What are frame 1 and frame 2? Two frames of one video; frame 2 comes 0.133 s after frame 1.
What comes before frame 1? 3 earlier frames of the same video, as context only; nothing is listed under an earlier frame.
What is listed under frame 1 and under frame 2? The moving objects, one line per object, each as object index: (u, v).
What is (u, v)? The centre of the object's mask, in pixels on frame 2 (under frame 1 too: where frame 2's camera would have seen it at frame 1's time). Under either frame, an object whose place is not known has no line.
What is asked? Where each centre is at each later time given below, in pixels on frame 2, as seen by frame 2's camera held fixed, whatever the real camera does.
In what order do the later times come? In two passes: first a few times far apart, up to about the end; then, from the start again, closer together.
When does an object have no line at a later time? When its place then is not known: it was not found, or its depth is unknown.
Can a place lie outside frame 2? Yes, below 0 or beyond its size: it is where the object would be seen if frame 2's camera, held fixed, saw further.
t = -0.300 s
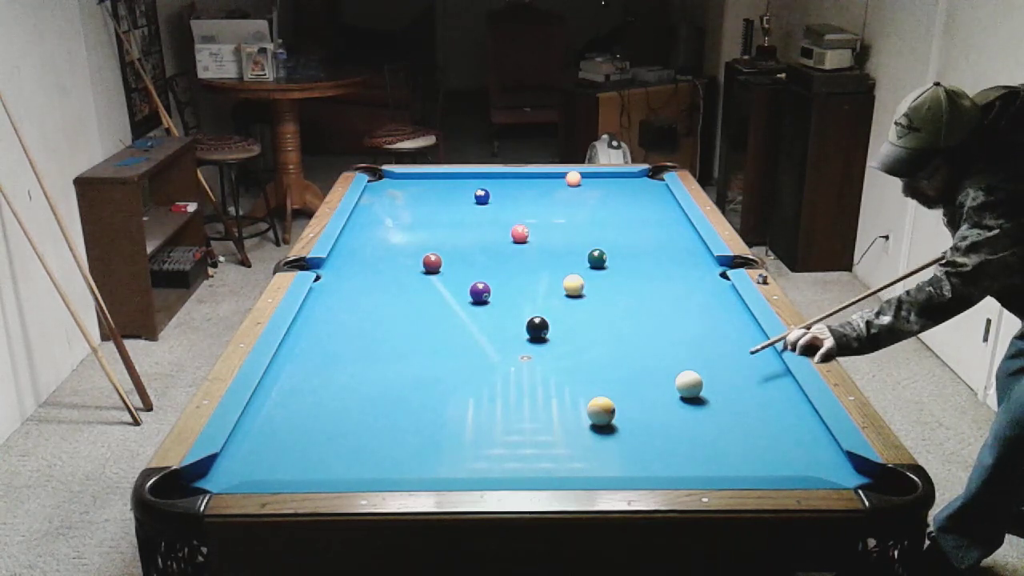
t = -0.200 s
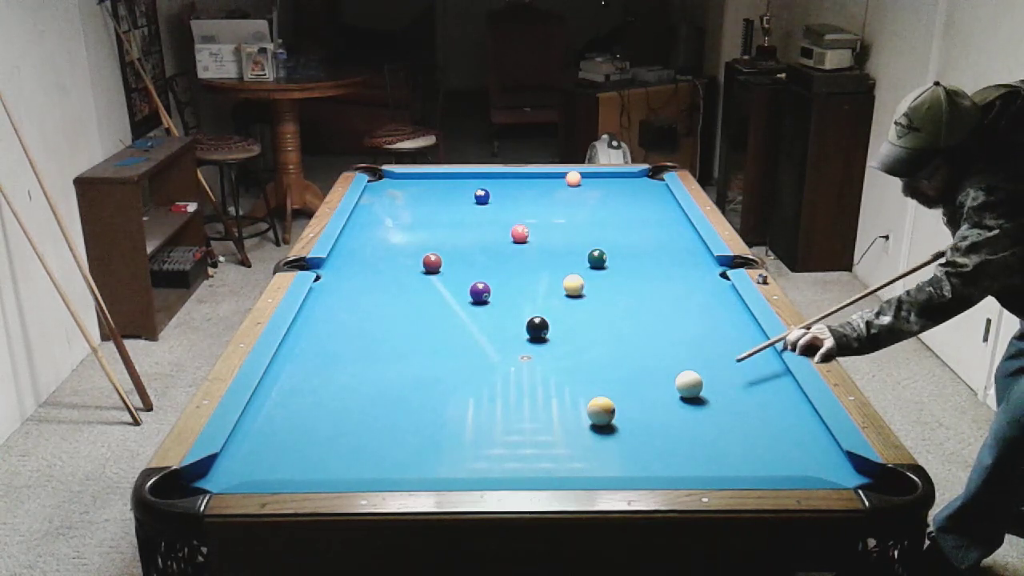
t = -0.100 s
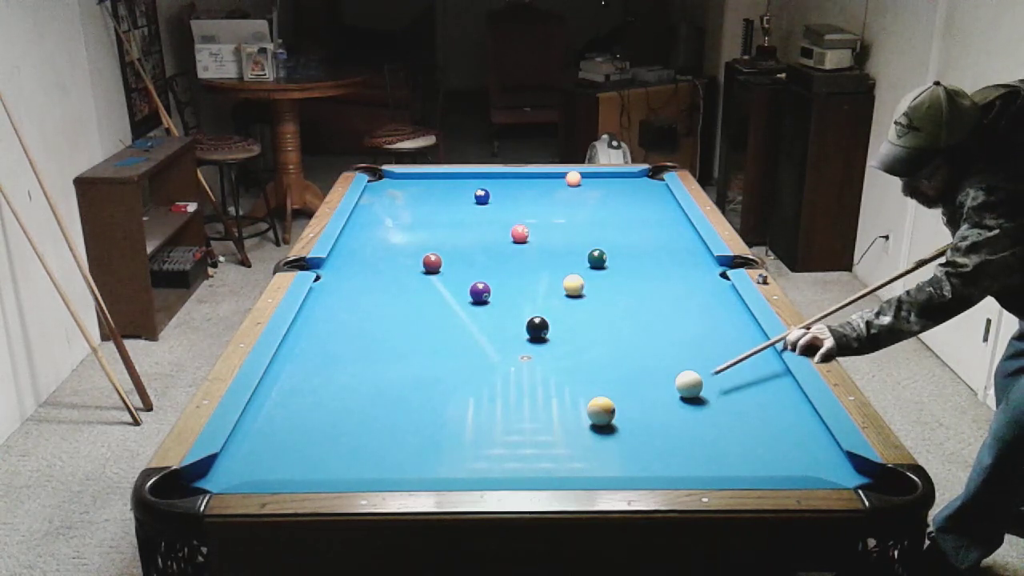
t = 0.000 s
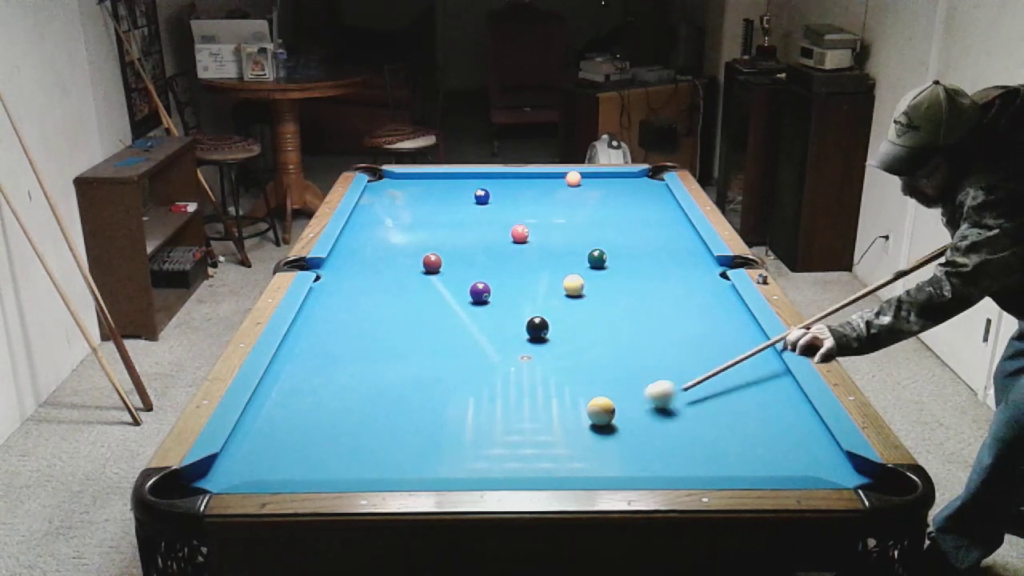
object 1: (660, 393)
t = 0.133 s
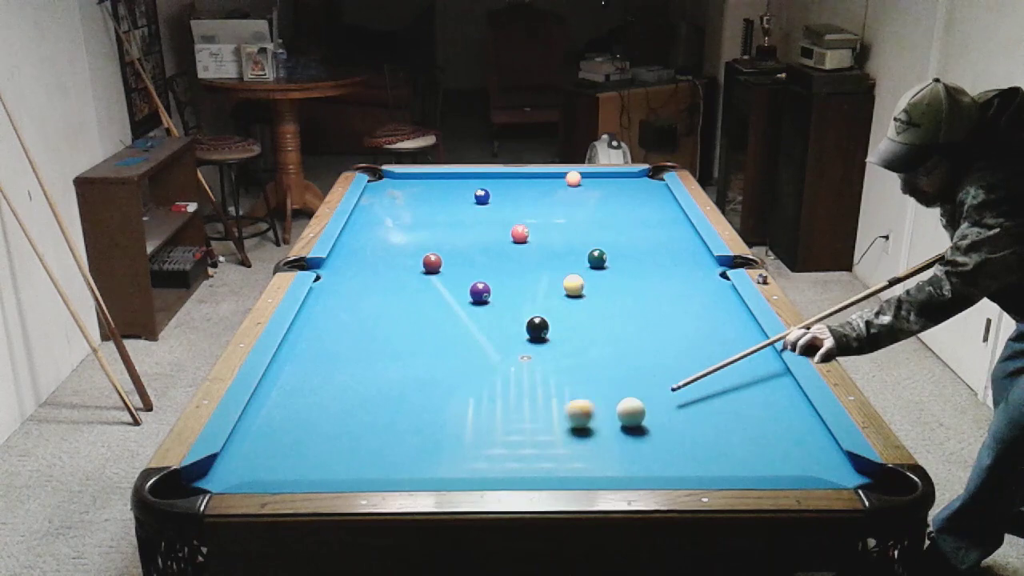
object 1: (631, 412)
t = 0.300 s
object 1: (629, 429)
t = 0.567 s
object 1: (625, 459)
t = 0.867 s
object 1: (625, 456)
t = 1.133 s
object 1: (628, 440)
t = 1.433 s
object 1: (630, 425)
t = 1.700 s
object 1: (631, 414)
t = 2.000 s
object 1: (633, 403)
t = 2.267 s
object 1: (635, 394)
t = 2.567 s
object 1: (636, 387)
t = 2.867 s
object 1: (638, 381)
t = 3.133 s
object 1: (638, 378)
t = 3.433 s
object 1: (639, 375)
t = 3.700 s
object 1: (639, 373)
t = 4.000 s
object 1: (639, 373)
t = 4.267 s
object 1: (639, 373)
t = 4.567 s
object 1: (639, 373)
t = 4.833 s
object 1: (639, 373)
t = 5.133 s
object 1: (639, 373)
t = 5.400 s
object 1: (639, 373)
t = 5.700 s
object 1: (639, 373)
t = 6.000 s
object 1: (639, 373)
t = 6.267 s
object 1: (639, 373)
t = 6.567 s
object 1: (639, 373)
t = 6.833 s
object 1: (639, 373)
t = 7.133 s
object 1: (639, 373)
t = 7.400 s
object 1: (639, 373)
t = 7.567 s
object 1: (639, 373)
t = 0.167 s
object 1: (631, 415)
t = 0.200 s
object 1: (631, 419)
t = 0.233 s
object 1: (630, 422)
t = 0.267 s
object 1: (630, 426)
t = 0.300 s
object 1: (629, 429)
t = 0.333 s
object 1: (629, 433)
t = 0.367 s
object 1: (628, 437)
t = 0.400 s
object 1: (628, 440)
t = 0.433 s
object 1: (627, 444)
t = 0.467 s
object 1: (627, 448)
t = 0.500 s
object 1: (626, 451)
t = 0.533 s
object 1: (626, 455)
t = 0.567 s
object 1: (625, 459)
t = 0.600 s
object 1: (624, 461)
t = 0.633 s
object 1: (624, 463)
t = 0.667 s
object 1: (624, 465)
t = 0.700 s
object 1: (624, 463)
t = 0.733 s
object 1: (624, 462)
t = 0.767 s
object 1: (624, 461)
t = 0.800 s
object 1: (625, 460)
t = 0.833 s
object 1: (625, 458)
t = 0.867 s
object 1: (625, 456)
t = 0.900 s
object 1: (626, 454)
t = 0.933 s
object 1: (626, 452)
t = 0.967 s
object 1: (627, 450)
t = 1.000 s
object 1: (627, 448)
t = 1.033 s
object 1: (627, 446)
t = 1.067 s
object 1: (627, 444)
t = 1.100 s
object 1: (627, 442)
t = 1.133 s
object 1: (628, 440)
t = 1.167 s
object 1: (628, 439)
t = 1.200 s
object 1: (628, 437)
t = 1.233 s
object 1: (628, 435)
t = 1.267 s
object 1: (629, 433)
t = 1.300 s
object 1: (629, 431)
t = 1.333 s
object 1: (629, 430)
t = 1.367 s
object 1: (629, 428)
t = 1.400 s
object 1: (629, 426)
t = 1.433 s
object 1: (630, 425)
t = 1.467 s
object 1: (630, 424)
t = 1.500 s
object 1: (630, 422)
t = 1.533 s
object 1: (630, 421)
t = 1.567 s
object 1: (630, 419)
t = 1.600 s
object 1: (631, 418)
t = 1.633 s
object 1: (631, 416)
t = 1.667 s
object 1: (631, 415)
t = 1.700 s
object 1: (631, 414)
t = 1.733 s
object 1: (632, 412)
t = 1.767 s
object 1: (632, 411)
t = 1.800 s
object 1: (632, 410)
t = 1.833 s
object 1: (632, 409)
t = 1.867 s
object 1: (632, 408)
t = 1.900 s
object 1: (633, 406)
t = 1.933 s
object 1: (633, 405)
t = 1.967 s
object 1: (633, 404)
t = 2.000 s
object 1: (633, 403)
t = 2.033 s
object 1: (634, 402)
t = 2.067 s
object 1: (634, 401)
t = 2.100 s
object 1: (634, 400)
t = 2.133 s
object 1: (634, 399)
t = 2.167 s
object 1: (635, 398)
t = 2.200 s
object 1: (635, 396)
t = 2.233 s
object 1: (635, 395)
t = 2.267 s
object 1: (635, 394)
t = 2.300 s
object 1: (635, 393)
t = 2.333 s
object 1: (635, 393)
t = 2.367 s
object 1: (636, 391)
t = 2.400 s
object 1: (636, 391)
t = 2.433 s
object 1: (636, 390)
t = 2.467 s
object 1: (636, 389)
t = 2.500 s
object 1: (636, 388)
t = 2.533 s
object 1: (636, 388)
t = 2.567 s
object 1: (636, 387)
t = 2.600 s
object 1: (637, 386)
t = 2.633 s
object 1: (637, 386)
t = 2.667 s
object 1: (637, 385)
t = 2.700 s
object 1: (637, 384)
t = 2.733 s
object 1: (637, 384)
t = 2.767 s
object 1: (637, 383)
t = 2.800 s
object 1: (638, 383)
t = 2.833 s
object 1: (638, 382)
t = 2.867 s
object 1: (638, 381)
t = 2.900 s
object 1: (638, 381)
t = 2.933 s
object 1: (638, 380)
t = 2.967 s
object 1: (638, 380)
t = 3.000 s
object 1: (638, 379)
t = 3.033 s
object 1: (638, 379)
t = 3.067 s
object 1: (638, 379)
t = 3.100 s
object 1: (638, 378)
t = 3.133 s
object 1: (638, 378)
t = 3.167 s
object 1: (638, 377)
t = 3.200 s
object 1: (638, 377)
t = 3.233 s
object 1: (638, 377)
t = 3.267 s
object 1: (639, 376)
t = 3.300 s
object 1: (639, 376)
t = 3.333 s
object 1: (639, 376)
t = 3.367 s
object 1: (639, 375)
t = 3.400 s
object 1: (639, 375)
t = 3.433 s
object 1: (639, 375)
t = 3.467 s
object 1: (639, 374)
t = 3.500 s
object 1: (639, 374)
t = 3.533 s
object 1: (639, 374)
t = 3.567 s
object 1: (639, 374)
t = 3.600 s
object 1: (639, 374)
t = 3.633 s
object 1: (639, 374)
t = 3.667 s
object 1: (639, 374)
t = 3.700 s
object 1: (639, 373)
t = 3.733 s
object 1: (639, 373)
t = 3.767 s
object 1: (639, 373)
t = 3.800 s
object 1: (639, 373)
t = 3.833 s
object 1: (639, 373)
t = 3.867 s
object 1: (639, 373)
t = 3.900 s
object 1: (639, 373)
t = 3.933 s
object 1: (639, 373)
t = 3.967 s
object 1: (639, 373)
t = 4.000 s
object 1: (639, 373)
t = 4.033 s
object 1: (639, 373)
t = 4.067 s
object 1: (639, 373)
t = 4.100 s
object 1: (639, 373)
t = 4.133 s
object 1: (639, 373)
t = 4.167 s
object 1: (639, 373)
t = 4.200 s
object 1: (639, 373)
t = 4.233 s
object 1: (639, 373)
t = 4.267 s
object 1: (639, 373)
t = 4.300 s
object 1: (639, 373)
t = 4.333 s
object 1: (639, 373)
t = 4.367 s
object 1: (639, 373)
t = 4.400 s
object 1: (639, 373)
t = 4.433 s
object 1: (639, 373)
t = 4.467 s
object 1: (639, 373)
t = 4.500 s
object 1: (639, 373)
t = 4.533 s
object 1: (639, 373)
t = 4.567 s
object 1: (639, 373)
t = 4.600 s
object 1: (639, 373)
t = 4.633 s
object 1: (639, 373)
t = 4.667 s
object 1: (639, 373)
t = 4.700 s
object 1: (639, 373)
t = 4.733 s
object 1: (639, 373)
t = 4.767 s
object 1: (639, 373)
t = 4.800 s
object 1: (639, 373)
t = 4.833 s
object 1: (639, 373)
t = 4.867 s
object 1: (639, 373)
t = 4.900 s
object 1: (639, 373)
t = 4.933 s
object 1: (639, 373)
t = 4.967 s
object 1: (639, 373)
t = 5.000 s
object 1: (639, 373)
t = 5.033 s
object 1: (639, 373)
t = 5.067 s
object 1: (639, 373)
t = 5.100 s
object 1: (639, 373)
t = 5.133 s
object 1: (639, 373)
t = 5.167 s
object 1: (639, 373)
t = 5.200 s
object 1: (639, 373)
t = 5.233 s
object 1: (639, 373)
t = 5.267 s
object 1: (639, 373)
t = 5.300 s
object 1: (639, 373)
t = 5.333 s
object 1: (639, 373)
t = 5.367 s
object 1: (639, 373)
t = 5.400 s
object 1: (639, 373)
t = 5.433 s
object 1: (639, 373)
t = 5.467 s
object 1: (639, 373)
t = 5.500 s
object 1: (639, 373)
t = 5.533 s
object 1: (639, 373)
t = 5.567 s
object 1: (639, 373)
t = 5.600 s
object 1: (639, 373)
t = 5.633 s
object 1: (639, 373)
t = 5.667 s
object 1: (639, 373)
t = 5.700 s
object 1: (639, 373)
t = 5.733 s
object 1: (639, 373)
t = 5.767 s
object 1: (639, 373)
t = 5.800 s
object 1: (639, 373)
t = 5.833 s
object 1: (639, 373)
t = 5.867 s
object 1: (639, 373)
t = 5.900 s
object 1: (639, 373)
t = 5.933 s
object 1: (639, 373)
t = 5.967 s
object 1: (639, 373)
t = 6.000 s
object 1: (639, 373)
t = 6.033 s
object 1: (639, 373)
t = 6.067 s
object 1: (639, 373)
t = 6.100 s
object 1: (639, 373)
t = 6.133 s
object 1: (639, 373)
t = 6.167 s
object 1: (639, 373)
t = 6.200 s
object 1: (639, 373)
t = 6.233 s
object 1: (639, 373)
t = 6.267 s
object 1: (639, 373)
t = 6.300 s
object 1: (639, 373)
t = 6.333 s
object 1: (639, 373)
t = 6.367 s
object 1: (639, 373)
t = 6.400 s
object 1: (639, 373)
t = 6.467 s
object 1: (639, 373)
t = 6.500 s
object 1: (639, 373)
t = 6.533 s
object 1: (639, 373)
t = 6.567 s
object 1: (639, 373)
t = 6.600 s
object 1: (639, 373)
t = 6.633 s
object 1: (639, 373)
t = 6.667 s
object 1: (639, 373)
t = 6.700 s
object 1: (639, 373)
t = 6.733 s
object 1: (639, 373)
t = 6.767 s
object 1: (639, 373)
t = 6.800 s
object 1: (639, 373)
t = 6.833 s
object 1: (639, 373)
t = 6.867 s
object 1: (639, 373)
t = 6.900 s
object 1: (639, 373)
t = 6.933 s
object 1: (639, 373)
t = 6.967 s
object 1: (639, 373)
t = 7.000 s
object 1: (639, 373)
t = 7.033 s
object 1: (639, 373)
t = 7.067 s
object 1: (639, 373)
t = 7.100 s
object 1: (639, 373)
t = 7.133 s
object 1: (639, 373)
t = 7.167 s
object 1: (639, 373)
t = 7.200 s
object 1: (639, 373)
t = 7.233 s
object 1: (639, 373)
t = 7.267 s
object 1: (639, 373)
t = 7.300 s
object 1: (639, 373)
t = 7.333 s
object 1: (639, 373)
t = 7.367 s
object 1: (639, 373)
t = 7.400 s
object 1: (639, 373)
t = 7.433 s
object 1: (639, 373)
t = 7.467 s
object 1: (639, 373)
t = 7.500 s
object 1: (639, 373)
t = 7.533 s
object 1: (639, 373)
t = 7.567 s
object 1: (639, 373)
